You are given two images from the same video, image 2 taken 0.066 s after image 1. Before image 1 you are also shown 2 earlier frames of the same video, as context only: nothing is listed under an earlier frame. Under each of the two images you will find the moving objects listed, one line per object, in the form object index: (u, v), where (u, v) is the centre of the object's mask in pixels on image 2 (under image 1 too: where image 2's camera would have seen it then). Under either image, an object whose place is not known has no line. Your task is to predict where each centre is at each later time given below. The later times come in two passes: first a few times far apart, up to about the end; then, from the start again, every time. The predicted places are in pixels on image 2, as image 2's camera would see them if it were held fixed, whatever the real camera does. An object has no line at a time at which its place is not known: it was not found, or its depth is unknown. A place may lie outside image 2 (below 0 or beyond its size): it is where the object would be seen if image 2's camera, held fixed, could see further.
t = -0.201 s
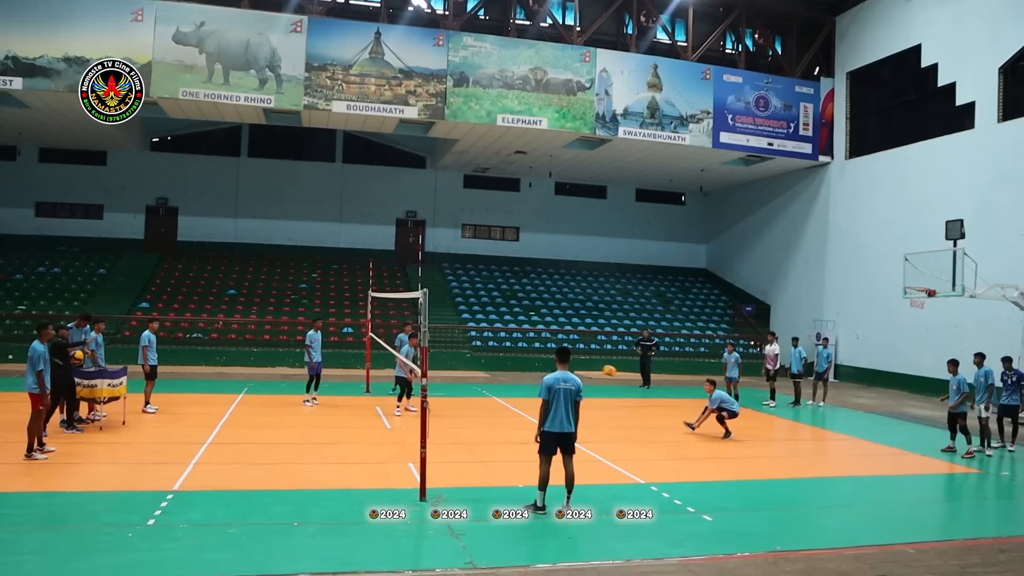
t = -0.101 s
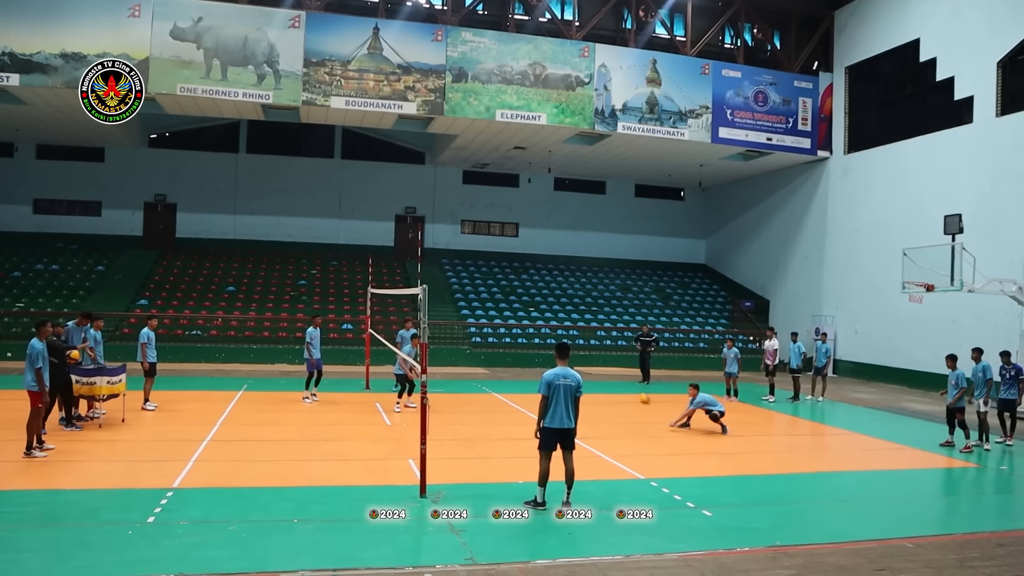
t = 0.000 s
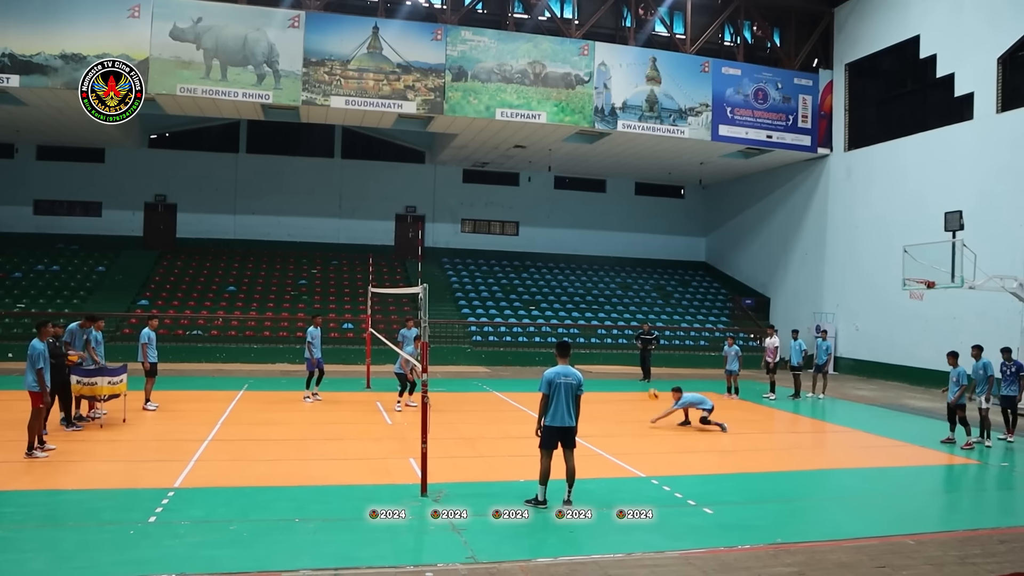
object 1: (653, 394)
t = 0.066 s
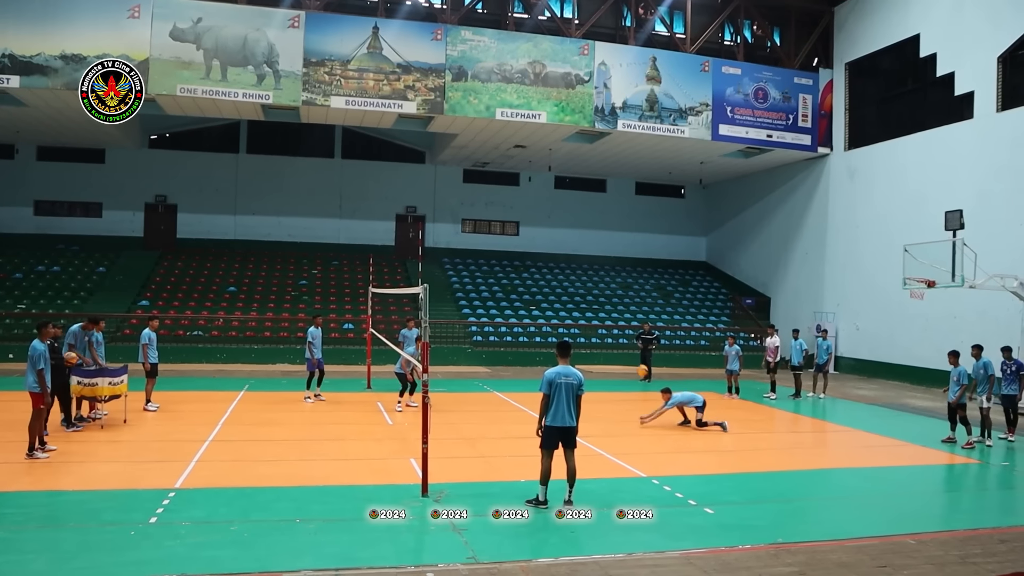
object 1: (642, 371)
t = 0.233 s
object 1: (614, 322)
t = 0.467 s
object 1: (580, 281)
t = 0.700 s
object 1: (548, 268)
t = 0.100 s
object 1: (636, 360)
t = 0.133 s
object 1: (631, 349)
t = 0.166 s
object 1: (625, 340)
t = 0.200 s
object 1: (620, 331)
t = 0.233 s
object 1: (614, 322)
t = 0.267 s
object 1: (609, 314)
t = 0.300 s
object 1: (604, 307)
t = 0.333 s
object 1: (599, 301)
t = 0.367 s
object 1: (594, 295)
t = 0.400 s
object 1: (589, 290)
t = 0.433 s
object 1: (584, 285)
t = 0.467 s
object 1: (580, 281)
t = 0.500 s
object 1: (575, 278)
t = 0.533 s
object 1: (570, 275)
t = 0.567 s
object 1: (566, 272)
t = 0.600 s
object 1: (561, 270)
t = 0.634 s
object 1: (556, 269)
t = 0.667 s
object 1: (552, 268)
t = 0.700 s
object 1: (548, 268)
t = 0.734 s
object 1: (543, 268)
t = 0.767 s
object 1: (539, 269)
